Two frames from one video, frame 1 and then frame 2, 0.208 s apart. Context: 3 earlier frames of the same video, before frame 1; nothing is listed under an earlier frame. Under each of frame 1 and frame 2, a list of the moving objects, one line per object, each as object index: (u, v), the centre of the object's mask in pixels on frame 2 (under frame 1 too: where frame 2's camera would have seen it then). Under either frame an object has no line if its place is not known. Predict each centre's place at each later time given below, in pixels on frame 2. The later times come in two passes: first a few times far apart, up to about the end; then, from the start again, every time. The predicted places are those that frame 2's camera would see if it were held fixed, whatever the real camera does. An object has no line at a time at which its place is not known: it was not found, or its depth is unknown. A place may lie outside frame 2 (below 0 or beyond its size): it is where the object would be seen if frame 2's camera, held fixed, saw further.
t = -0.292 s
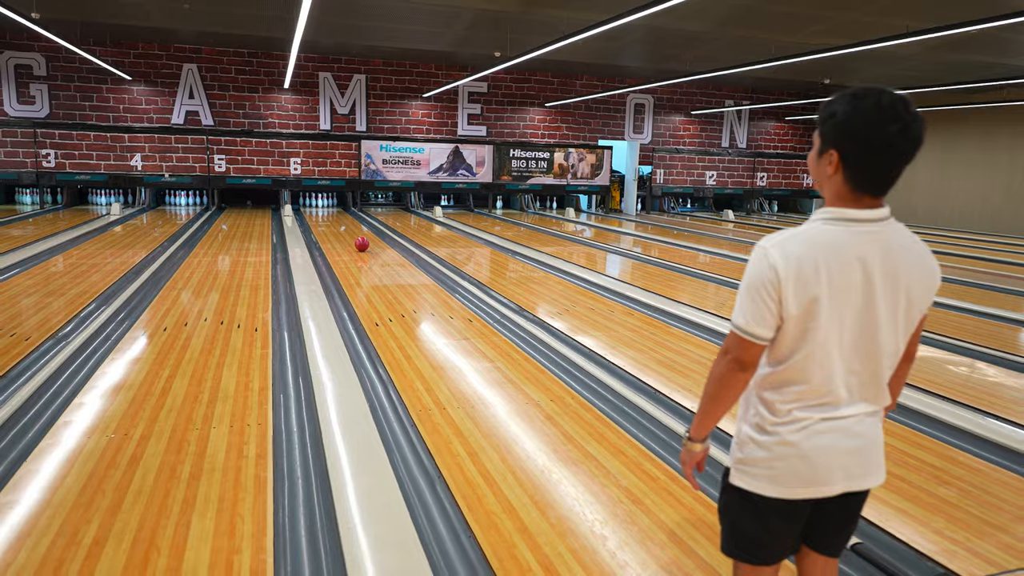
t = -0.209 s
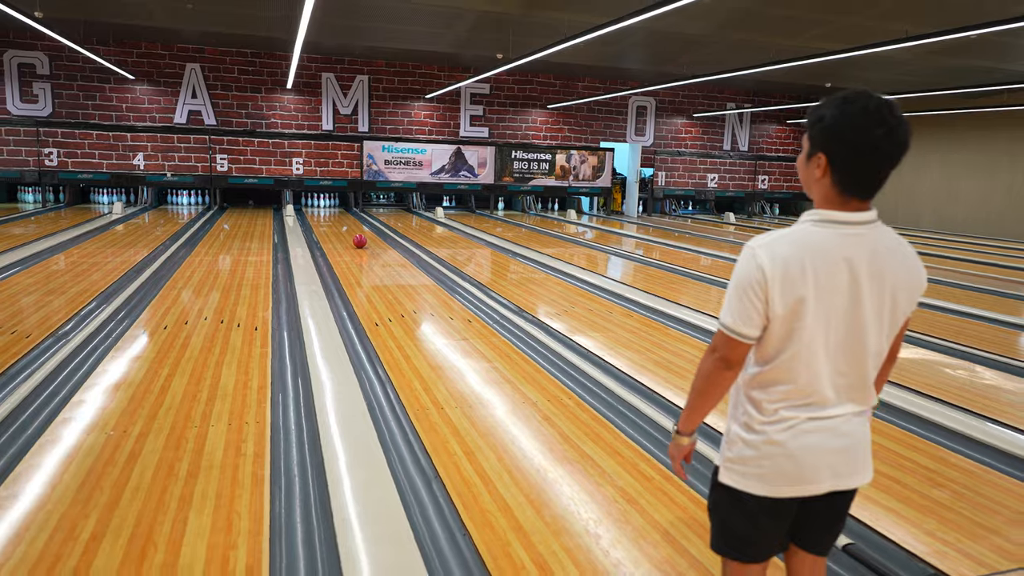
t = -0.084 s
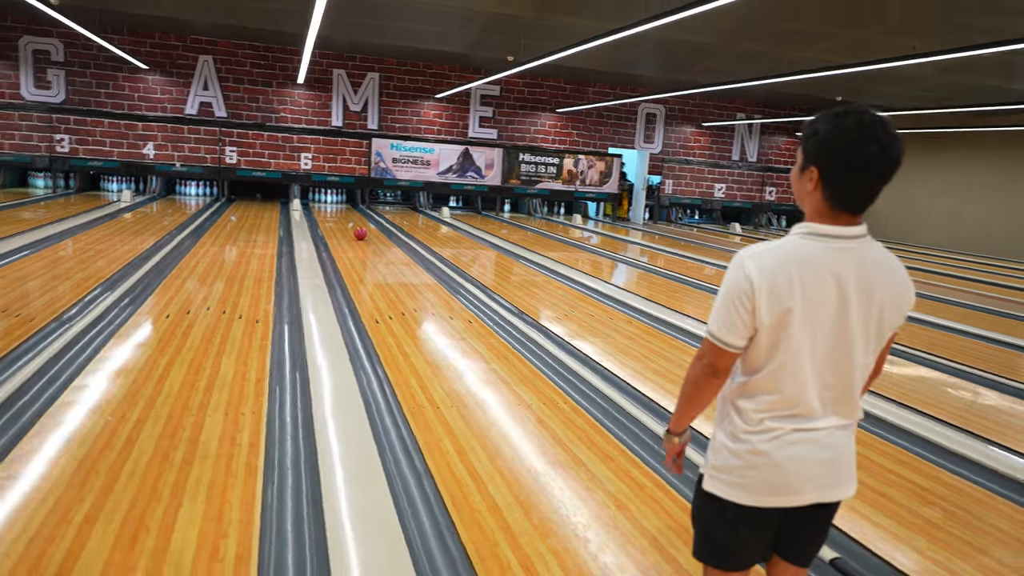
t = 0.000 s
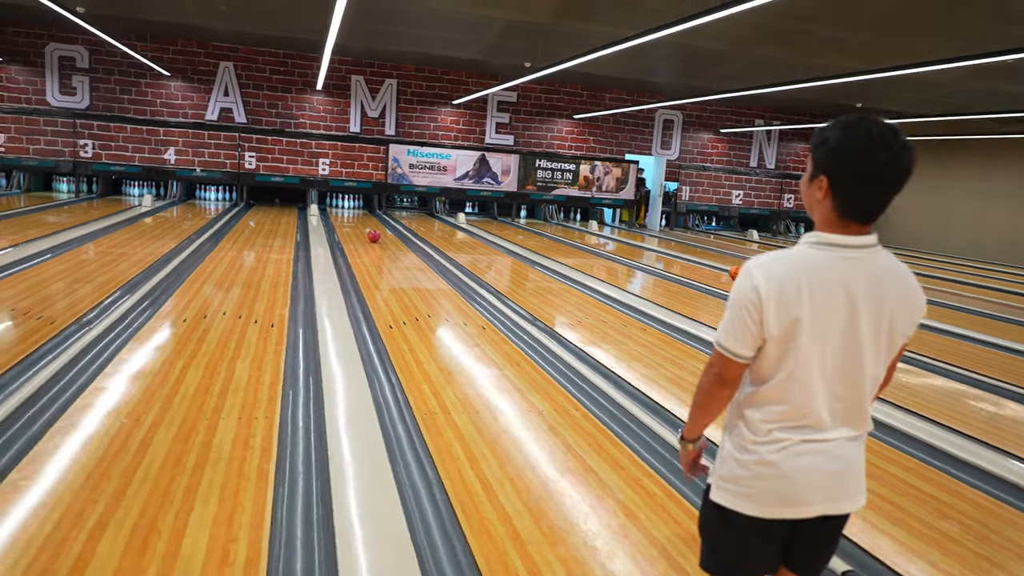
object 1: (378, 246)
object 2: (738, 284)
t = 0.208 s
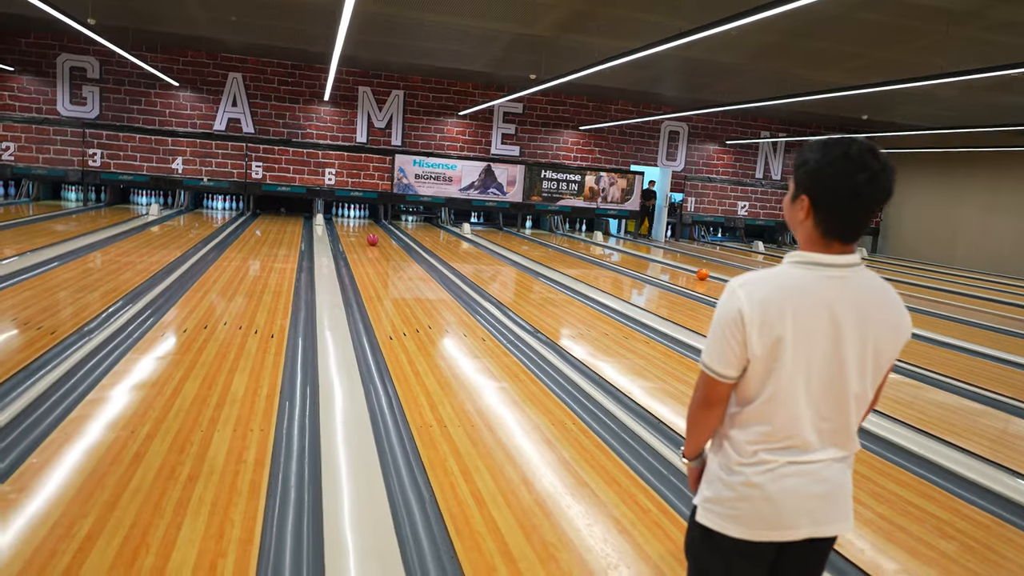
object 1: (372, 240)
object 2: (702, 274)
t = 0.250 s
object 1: (372, 239)
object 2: (695, 272)
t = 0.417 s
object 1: (368, 235)
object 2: (671, 265)
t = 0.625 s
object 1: (365, 230)
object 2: (646, 258)
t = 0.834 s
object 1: (361, 226)
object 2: (625, 251)
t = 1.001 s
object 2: (611, 247)
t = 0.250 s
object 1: (372, 239)
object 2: (695, 272)
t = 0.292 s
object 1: (371, 238)
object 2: (689, 270)
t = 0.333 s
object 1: (370, 237)
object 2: (683, 268)
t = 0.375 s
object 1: (369, 236)
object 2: (677, 266)
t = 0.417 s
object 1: (368, 235)
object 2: (671, 265)
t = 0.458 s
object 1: (368, 234)
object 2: (666, 263)
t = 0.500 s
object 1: (367, 233)
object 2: (660, 262)
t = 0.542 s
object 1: (366, 232)
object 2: (656, 260)
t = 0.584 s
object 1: (365, 231)
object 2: (651, 259)
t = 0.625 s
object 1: (365, 230)
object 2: (646, 258)
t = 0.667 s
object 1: (364, 229)
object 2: (642, 256)
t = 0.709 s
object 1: (363, 229)
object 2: (637, 255)
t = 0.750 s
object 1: (362, 227)
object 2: (633, 254)
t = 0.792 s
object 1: (361, 227)
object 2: (629, 252)
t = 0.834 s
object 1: (361, 226)
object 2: (625, 251)
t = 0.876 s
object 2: (621, 250)
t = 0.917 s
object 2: (617, 249)
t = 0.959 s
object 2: (614, 248)
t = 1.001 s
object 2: (611, 247)
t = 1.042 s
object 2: (607, 246)
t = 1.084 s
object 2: (603, 244)
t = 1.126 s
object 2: (601, 244)
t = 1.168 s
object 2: (598, 243)
